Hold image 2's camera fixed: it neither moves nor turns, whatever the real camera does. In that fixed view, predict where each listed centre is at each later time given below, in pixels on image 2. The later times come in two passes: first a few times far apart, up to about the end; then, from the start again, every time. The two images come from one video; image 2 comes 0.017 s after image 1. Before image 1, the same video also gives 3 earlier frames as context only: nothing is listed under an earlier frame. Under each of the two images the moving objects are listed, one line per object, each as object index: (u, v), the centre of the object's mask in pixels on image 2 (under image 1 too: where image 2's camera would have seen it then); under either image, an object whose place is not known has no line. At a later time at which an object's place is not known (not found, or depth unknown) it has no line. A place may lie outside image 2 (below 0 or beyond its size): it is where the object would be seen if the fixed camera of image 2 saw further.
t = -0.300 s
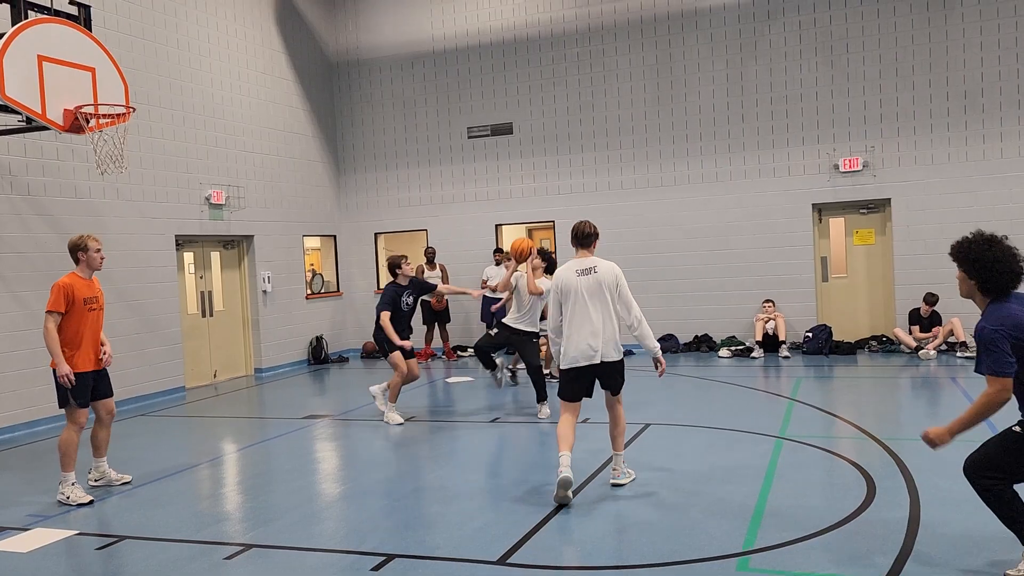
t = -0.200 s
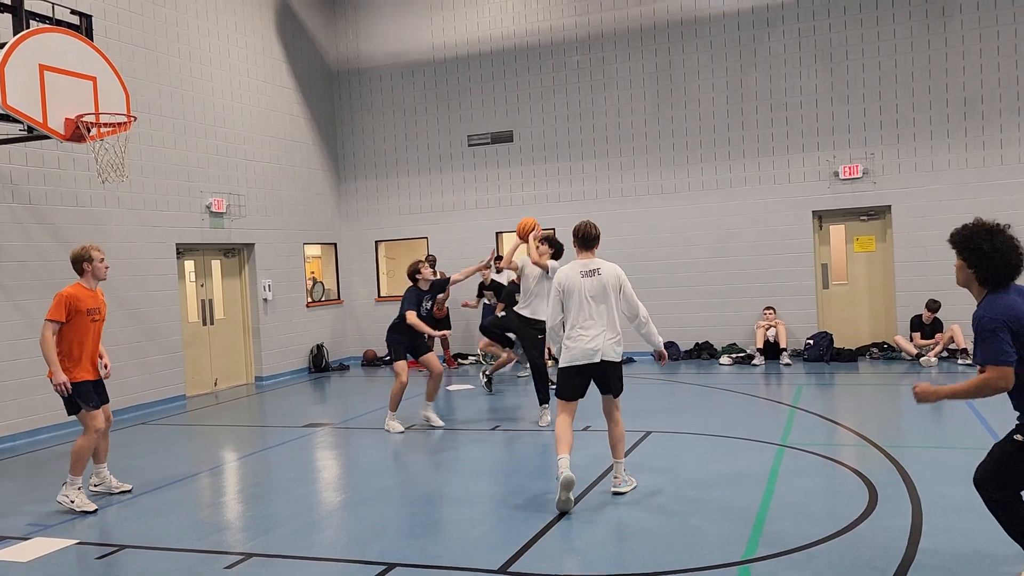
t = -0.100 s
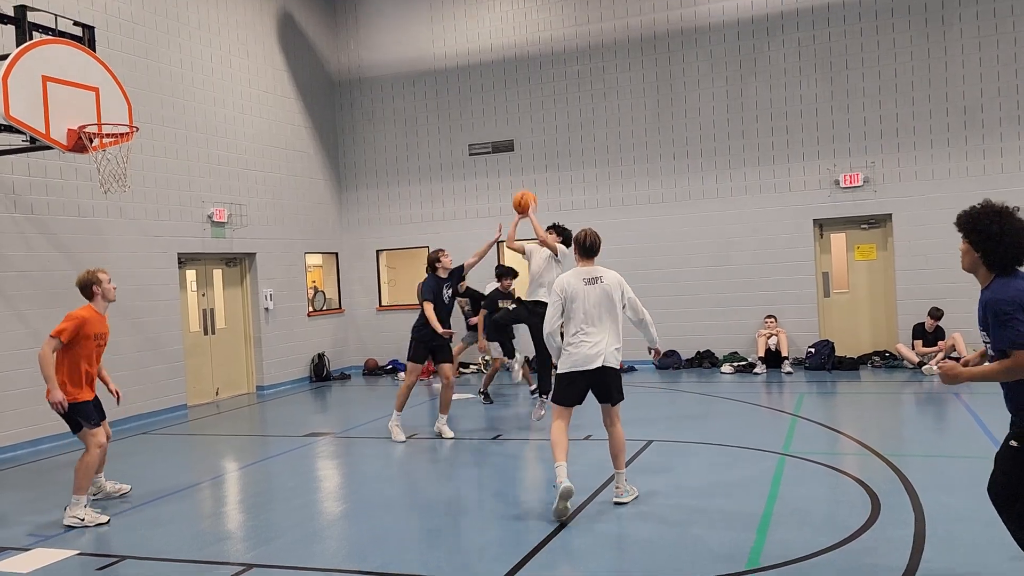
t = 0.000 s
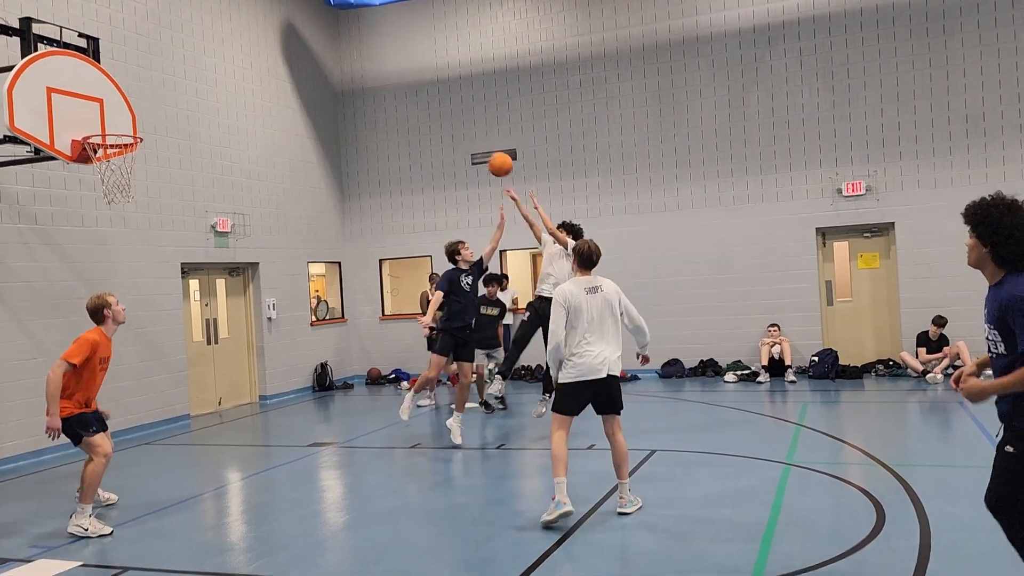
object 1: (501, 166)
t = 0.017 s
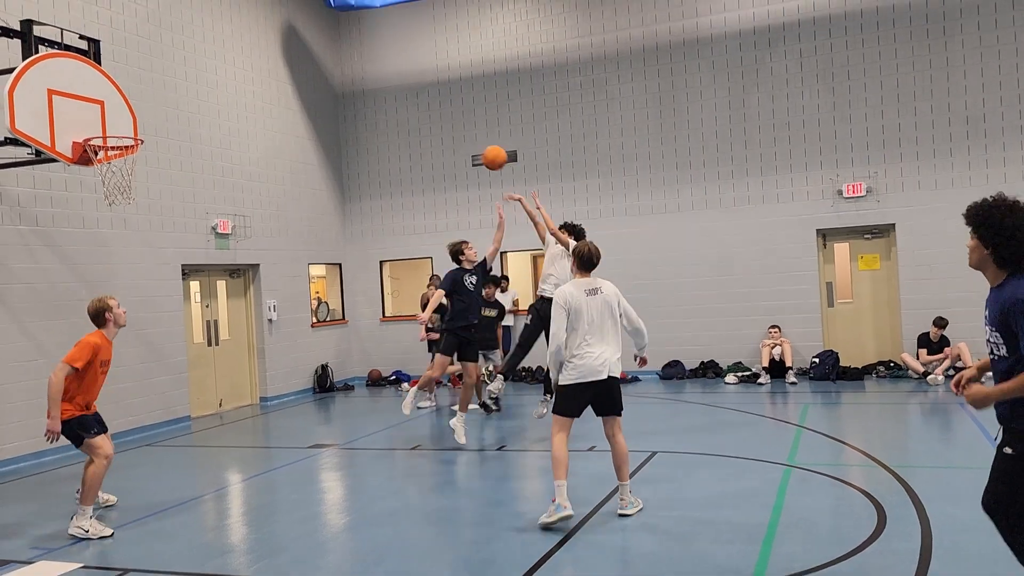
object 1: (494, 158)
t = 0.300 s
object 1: (383, 57)
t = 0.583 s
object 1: (273, 35)
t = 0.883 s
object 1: (154, 105)
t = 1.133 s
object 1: (78, 193)
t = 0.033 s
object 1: (487, 149)
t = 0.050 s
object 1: (481, 142)
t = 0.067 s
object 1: (474, 134)
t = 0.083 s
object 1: (468, 127)
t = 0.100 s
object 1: (461, 120)
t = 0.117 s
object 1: (455, 114)
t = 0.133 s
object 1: (448, 107)
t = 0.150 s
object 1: (442, 101)
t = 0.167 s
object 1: (435, 95)
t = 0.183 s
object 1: (429, 90)
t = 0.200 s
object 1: (422, 85)
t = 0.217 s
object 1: (416, 80)
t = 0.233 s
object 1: (409, 75)
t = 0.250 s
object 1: (403, 70)
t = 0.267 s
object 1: (397, 66)
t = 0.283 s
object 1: (390, 61)
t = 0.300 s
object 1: (383, 57)
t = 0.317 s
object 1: (377, 54)
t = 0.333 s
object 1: (370, 50)
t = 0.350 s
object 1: (364, 47)
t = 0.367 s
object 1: (357, 45)
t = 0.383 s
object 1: (351, 42)
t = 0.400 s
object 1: (345, 40)
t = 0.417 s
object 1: (338, 38)
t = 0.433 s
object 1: (332, 37)
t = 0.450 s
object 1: (326, 35)
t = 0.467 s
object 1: (319, 35)
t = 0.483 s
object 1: (312, 34)
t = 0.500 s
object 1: (306, 34)
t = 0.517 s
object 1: (299, 33)
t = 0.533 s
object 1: (293, 33)
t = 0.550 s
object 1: (286, 34)
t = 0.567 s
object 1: (280, 34)
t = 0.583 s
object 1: (273, 35)
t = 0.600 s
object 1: (266, 36)
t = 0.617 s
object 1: (260, 38)
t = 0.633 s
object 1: (253, 40)
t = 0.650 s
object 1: (247, 42)
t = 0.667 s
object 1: (240, 44)
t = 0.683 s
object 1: (233, 47)
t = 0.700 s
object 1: (226, 50)
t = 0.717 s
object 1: (220, 53)
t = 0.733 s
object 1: (213, 57)
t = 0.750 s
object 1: (207, 61)
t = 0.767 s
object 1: (200, 66)
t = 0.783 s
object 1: (193, 70)
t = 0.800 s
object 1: (187, 75)
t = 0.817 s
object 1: (180, 80)
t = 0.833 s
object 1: (174, 86)
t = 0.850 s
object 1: (167, 92)
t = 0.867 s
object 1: (161, 98)
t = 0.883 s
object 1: (154, 105)
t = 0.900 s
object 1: (147, 112)
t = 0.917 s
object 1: (140, 119)
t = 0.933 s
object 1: (133, 126)
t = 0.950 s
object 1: (127, 134)
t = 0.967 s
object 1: (121, 143)
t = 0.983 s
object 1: (114, 151)
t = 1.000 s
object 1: (108, 160)
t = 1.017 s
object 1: (100, 168)
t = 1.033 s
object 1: (95, 174)
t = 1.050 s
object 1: (91, 177)
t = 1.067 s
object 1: (89, 179)
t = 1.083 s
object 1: (85, 181)
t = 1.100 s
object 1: (82, 185)
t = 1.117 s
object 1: (80, 189)
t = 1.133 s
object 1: (78, 193)
